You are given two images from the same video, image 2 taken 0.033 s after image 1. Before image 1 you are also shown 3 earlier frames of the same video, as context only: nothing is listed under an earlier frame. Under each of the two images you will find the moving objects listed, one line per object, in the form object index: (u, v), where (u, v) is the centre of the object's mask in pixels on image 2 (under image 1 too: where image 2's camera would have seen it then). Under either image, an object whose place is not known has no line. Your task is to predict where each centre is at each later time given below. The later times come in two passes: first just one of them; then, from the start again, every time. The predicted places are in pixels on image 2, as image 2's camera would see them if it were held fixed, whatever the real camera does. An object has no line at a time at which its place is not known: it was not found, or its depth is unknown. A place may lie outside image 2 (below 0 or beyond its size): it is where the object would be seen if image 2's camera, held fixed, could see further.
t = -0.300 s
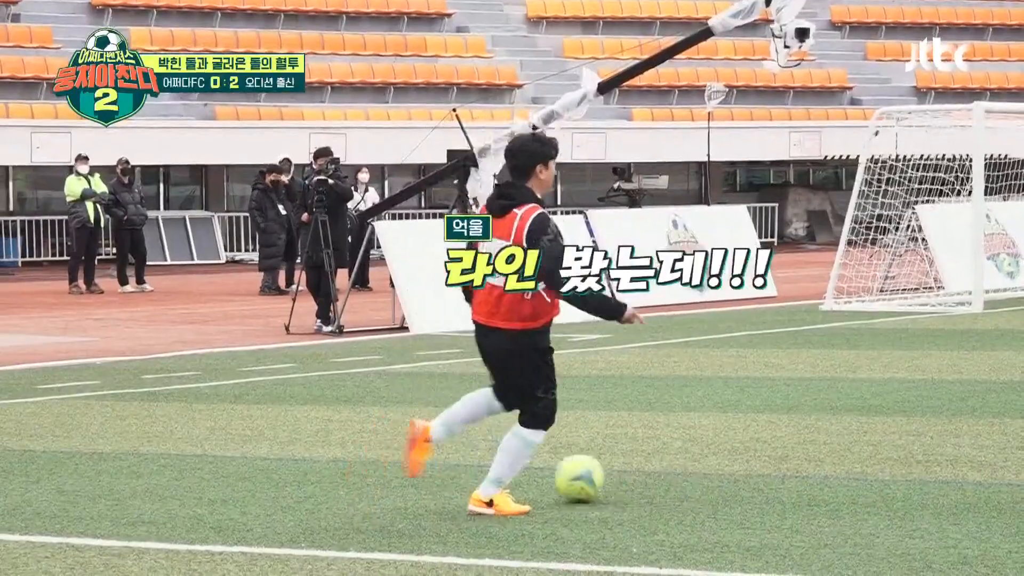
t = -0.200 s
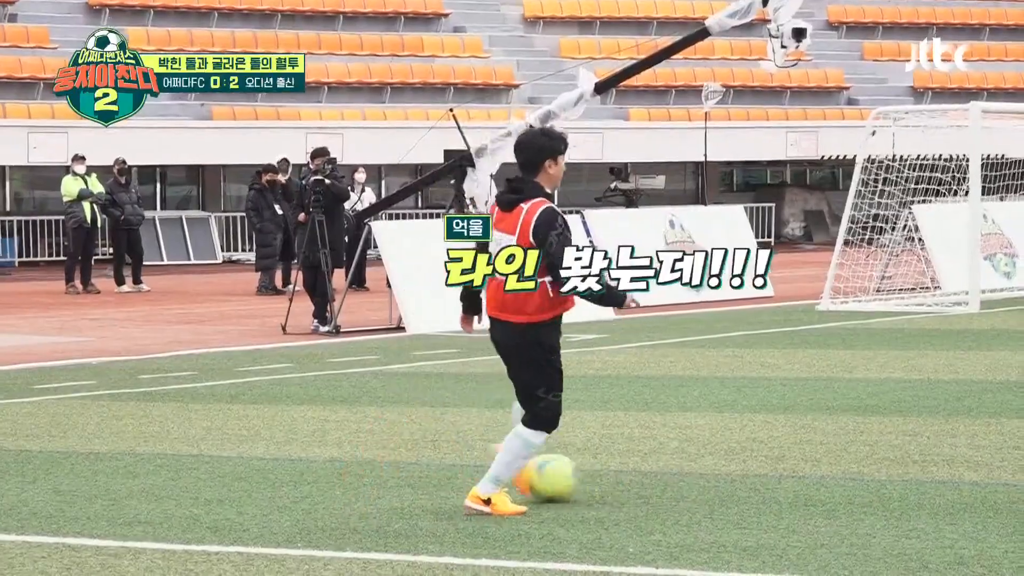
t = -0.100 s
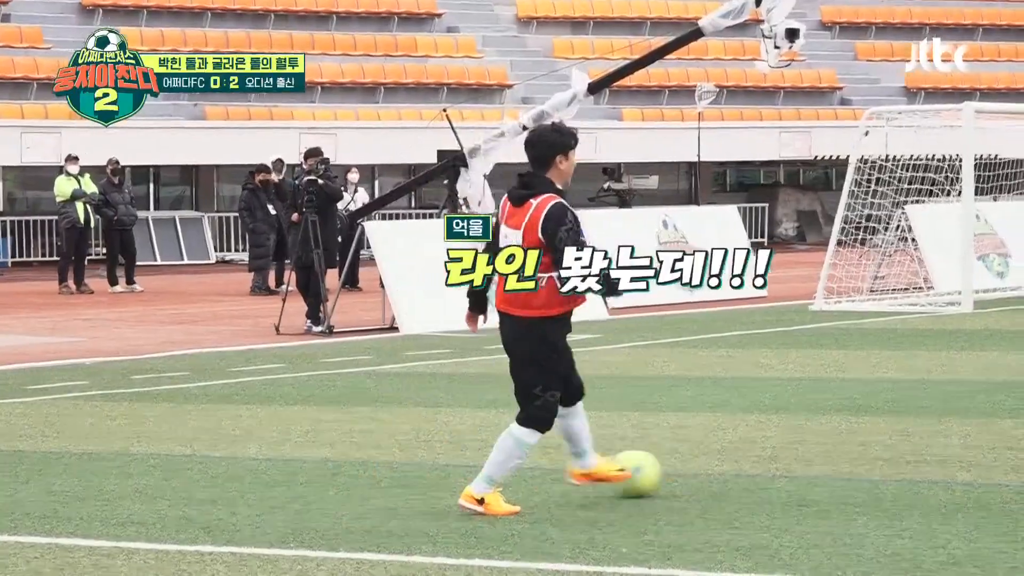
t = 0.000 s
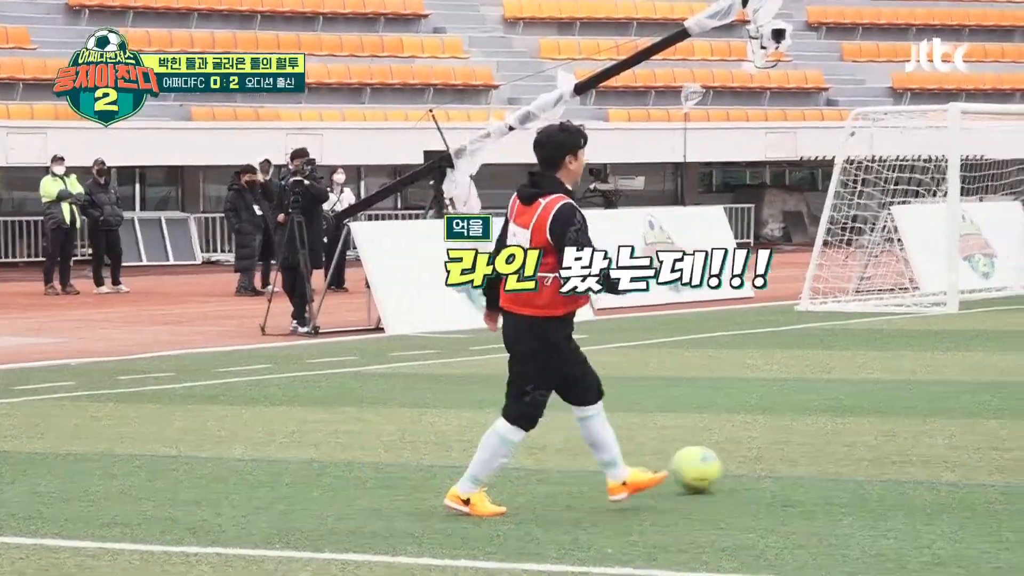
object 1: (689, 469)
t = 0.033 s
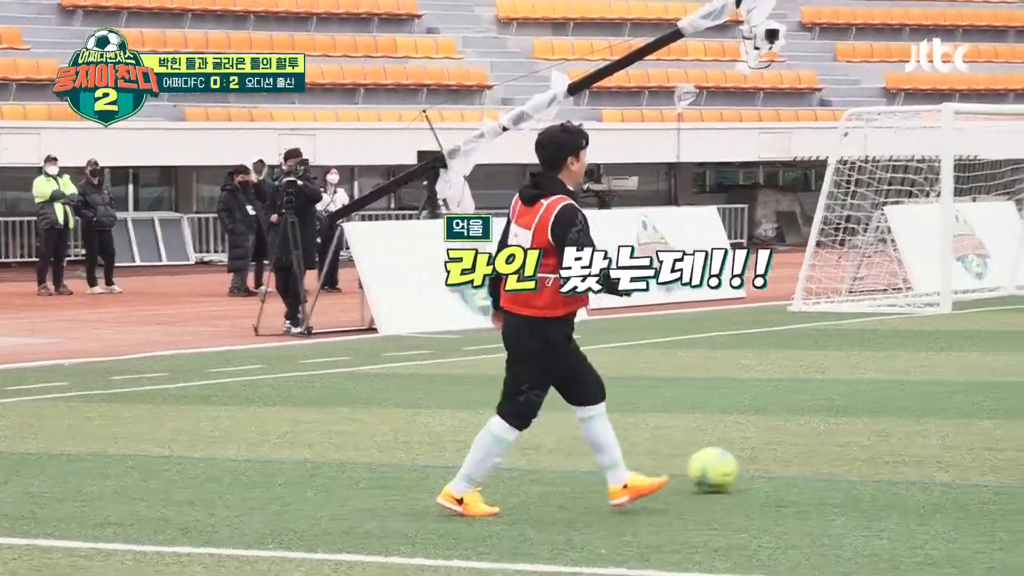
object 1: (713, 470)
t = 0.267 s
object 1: (829, 465)
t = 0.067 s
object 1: (733, 468)
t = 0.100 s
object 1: (753, 468)
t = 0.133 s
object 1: (771, 467)
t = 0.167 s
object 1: (788, 467)
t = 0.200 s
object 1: (803, 467)
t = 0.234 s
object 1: (816, 466)
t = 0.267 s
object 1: (829, 465)
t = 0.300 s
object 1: (838, 465)
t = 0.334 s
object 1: (845, 464)
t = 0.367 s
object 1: (856, 464)
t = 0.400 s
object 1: (865, 465)
